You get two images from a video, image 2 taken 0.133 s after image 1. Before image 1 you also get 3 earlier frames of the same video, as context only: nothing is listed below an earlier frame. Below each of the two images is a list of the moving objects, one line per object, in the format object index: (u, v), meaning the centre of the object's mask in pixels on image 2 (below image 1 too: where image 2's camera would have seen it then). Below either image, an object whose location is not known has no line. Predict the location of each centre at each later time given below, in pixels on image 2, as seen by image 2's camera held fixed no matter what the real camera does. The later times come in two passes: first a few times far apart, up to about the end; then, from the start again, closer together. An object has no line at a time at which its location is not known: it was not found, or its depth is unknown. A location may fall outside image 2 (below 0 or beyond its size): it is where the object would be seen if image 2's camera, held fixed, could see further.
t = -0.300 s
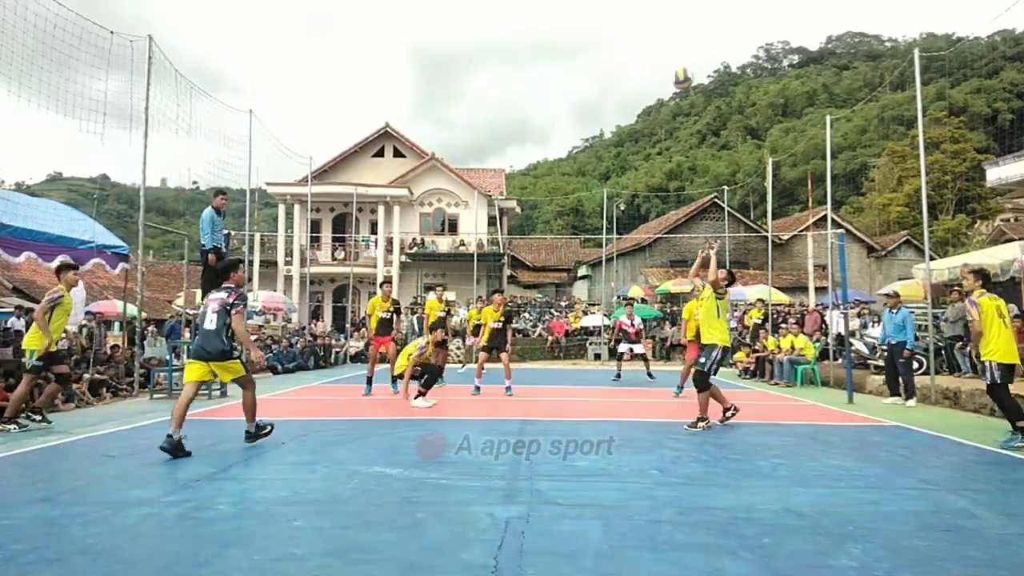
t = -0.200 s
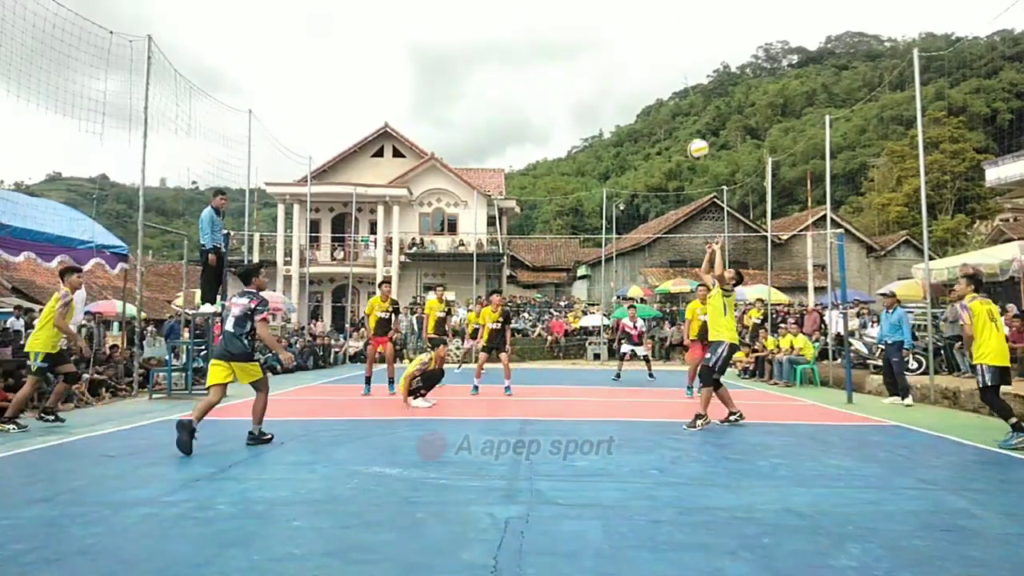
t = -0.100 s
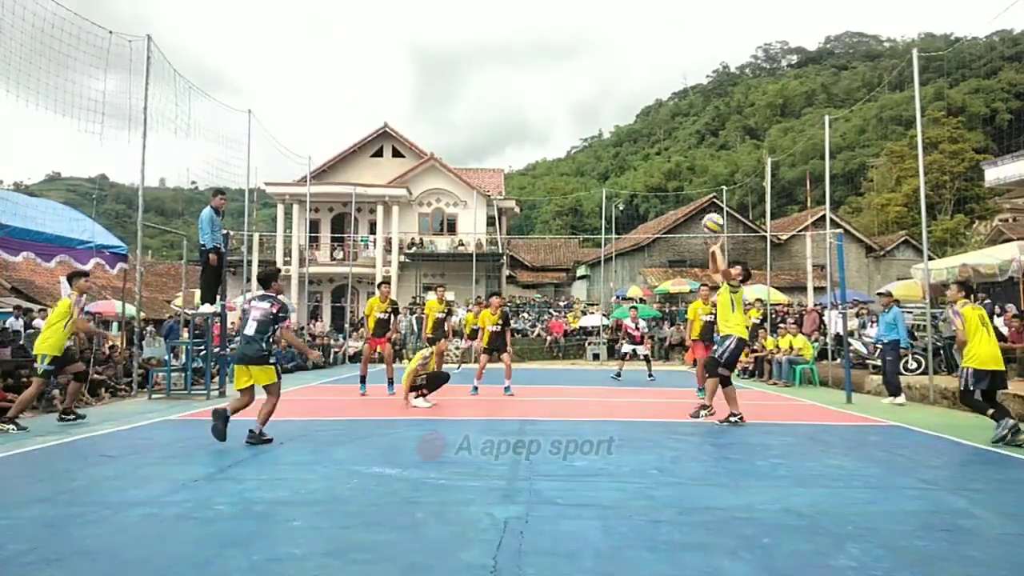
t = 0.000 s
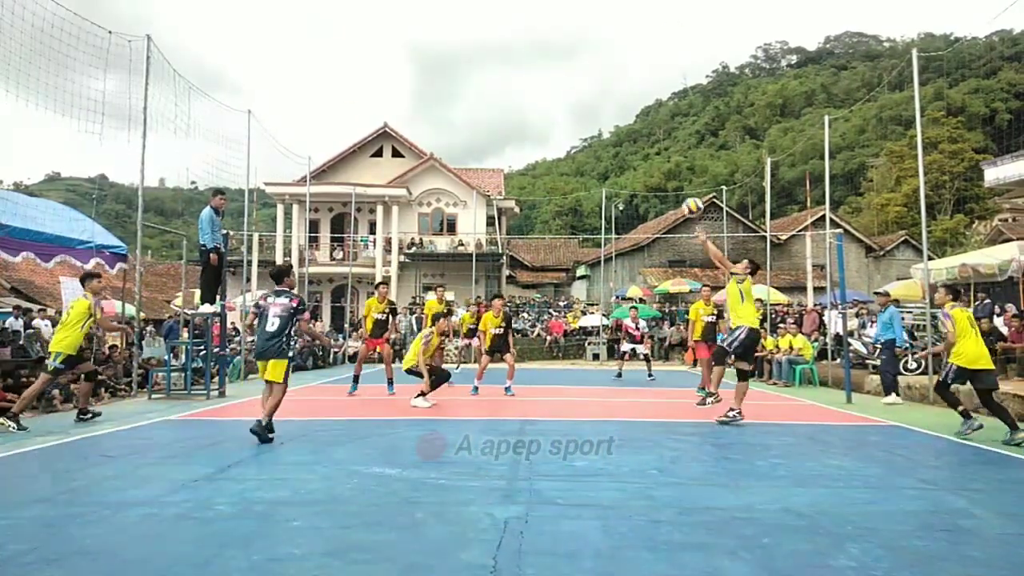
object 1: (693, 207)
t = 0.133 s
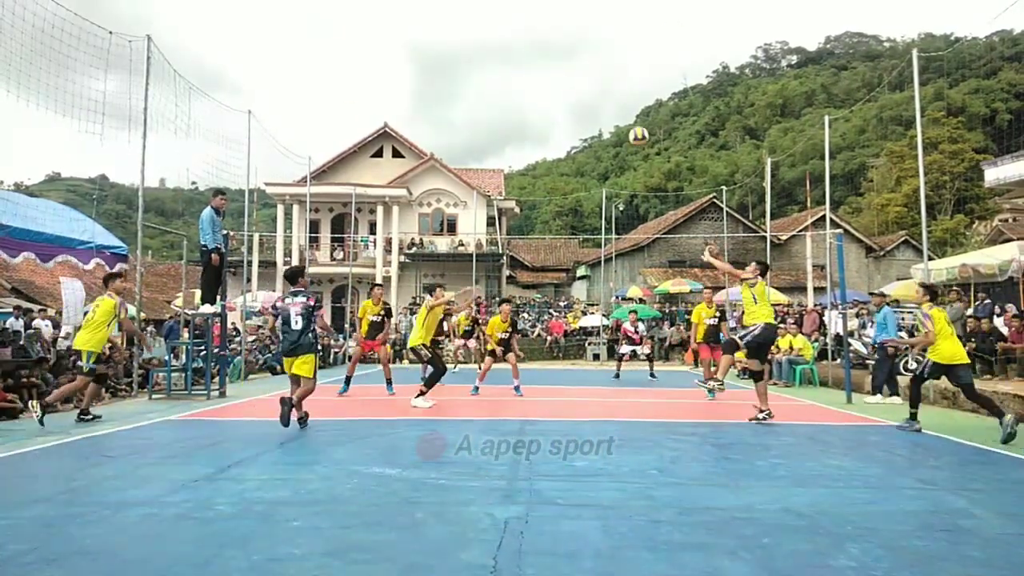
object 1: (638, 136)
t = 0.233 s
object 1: (601, 98)
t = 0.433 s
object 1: (533, 48)
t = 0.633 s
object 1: (472, 32)
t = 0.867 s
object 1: (408, 52)
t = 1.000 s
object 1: (374, 79)
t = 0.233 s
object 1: (601, 98)
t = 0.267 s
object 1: (589, 87)
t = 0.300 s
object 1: (577, 77)
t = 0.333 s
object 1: (566, 68)
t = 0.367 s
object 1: (554, 61)
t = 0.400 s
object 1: (543, 54)
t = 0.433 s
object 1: (533, 48)
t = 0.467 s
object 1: (522, 43)
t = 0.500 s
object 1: (512, 39)
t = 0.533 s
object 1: (501, 36)
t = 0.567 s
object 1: (491, 34)
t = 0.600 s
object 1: (481, 32)
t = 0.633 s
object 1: (472, 32)
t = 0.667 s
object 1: (462, 32)
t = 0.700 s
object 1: (453, 34)
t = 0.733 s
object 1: (444, 36)
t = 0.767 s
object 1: (435, 38)
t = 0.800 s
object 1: (426, 42)
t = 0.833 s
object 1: (417, 46)
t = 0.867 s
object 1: (408, 52)
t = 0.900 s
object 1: (400, 57)
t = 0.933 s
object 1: (391, 64)
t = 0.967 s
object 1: (383, 72)
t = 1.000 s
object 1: (374, 79)
